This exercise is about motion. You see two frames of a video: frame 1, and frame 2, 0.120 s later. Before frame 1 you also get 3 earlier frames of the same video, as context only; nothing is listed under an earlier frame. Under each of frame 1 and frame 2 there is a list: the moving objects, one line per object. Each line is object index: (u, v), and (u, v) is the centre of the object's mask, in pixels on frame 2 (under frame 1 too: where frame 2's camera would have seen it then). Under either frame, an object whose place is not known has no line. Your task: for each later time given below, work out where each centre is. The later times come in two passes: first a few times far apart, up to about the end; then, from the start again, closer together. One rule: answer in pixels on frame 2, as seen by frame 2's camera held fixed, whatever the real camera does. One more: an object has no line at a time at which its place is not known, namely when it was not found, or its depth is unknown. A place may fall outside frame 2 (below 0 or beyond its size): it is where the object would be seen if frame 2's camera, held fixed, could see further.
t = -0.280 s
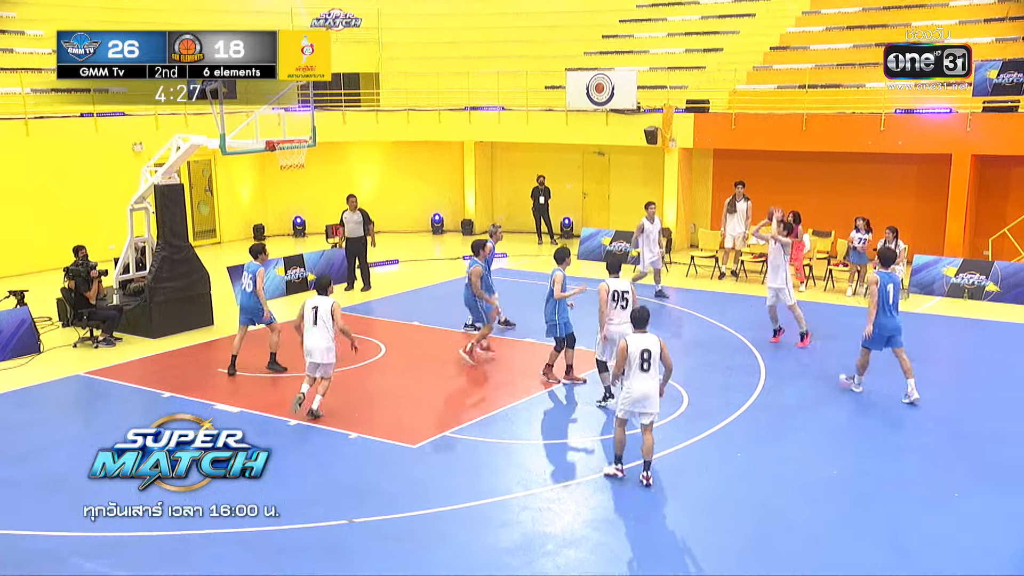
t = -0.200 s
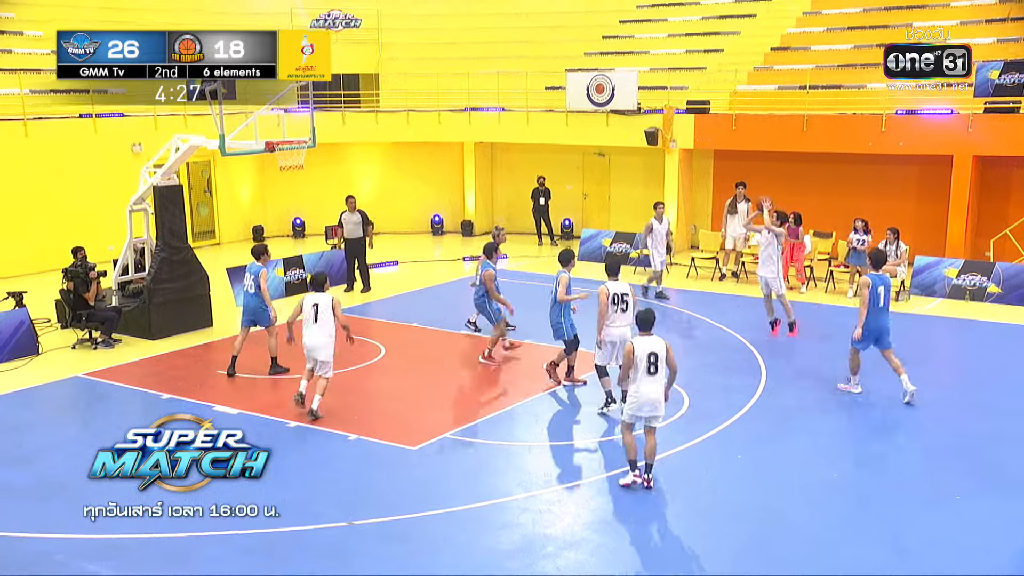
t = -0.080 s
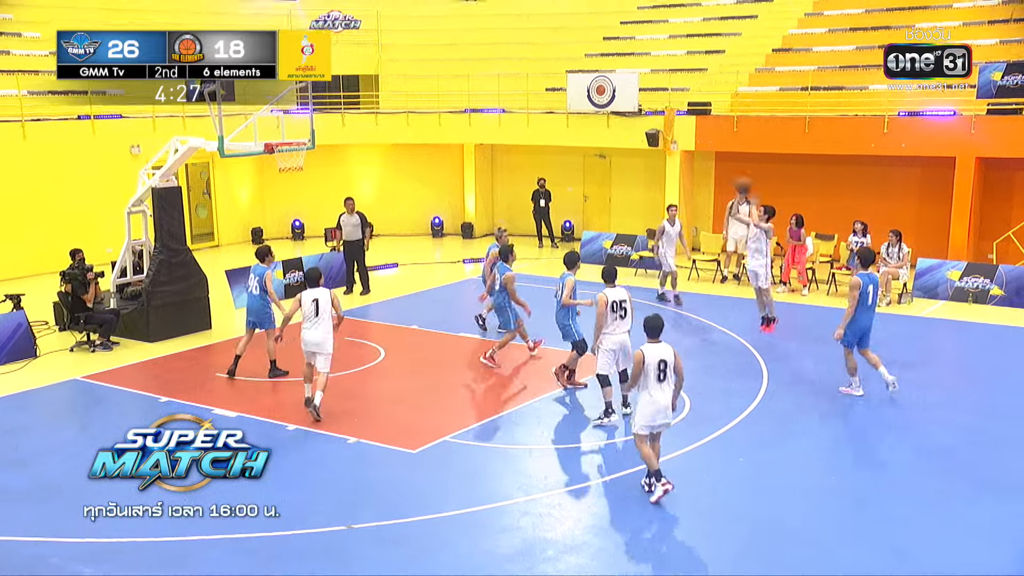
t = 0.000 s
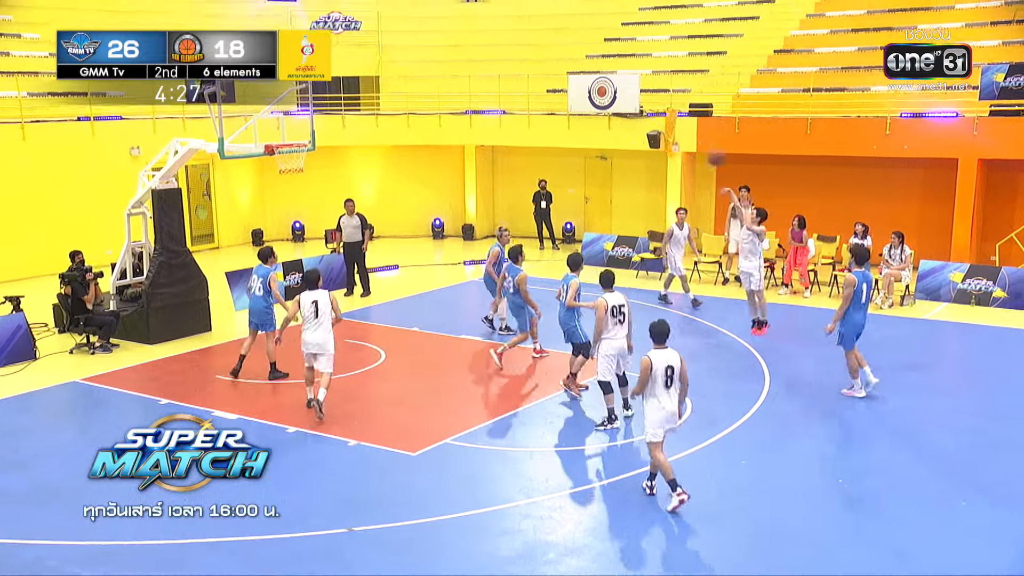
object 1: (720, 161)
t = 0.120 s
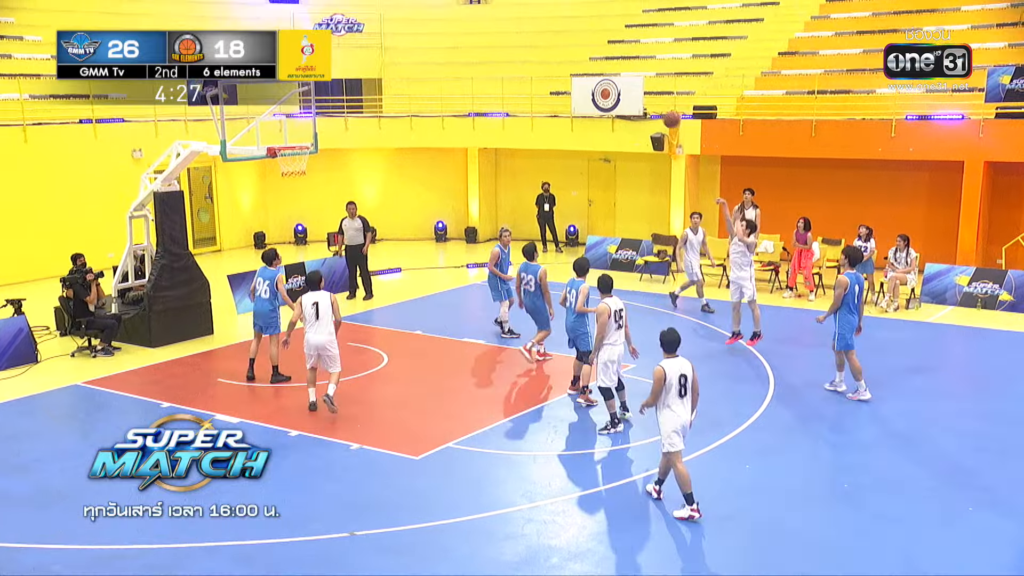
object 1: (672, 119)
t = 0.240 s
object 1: (623, 88)
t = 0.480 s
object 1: (524, 55)
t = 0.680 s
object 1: (442, 58)
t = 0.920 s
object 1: (345, 99)
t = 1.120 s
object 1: (292, 162)
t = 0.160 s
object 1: (655, 107)
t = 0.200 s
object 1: (639, 98)
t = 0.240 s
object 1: (623, 88)
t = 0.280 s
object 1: (606, 79)
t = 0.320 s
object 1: (590, 73)
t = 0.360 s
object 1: (573, 67)
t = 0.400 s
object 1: (557, 62)
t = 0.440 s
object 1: (540, 58)
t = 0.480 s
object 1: (524, 55)
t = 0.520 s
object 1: (508, 54)
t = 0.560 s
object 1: (491, 53)
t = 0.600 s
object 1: (475, 54)
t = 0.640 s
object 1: (458, 55)
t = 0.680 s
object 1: (442, 58)
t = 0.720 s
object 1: (426, 62)
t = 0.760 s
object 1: (410, 67)
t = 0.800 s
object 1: (393, 74)
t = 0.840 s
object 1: (378, 81)
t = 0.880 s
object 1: (360, 90)
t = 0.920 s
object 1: (345, 99)
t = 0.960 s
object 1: (328, 110)
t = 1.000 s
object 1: (312, 122)
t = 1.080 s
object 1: (285, 150)
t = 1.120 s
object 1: (292, 162)
